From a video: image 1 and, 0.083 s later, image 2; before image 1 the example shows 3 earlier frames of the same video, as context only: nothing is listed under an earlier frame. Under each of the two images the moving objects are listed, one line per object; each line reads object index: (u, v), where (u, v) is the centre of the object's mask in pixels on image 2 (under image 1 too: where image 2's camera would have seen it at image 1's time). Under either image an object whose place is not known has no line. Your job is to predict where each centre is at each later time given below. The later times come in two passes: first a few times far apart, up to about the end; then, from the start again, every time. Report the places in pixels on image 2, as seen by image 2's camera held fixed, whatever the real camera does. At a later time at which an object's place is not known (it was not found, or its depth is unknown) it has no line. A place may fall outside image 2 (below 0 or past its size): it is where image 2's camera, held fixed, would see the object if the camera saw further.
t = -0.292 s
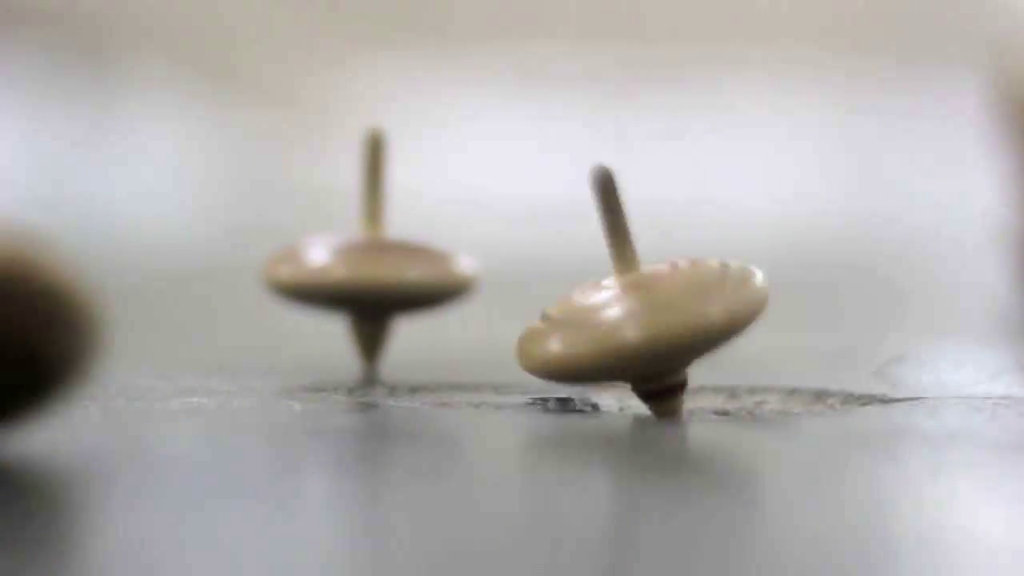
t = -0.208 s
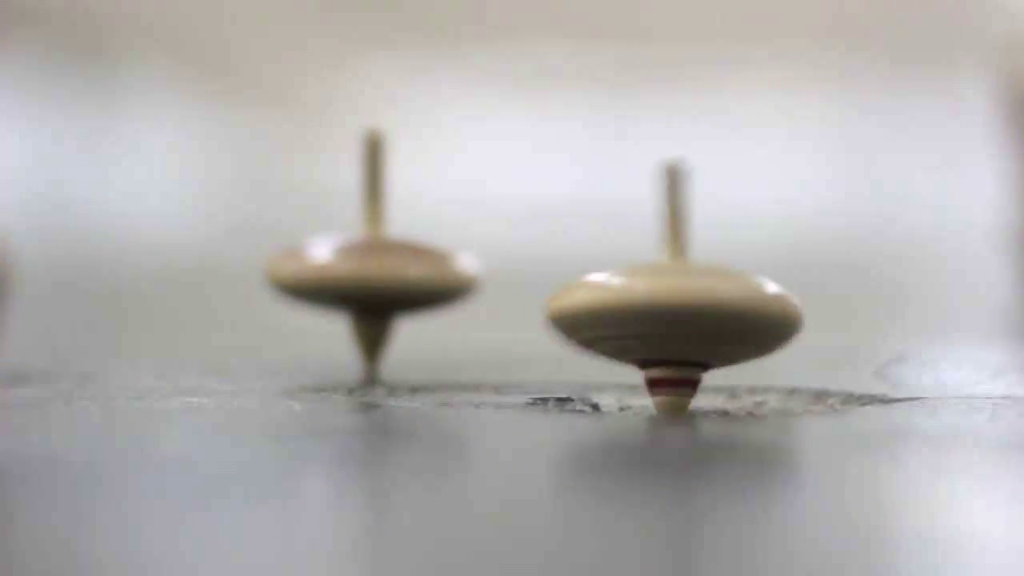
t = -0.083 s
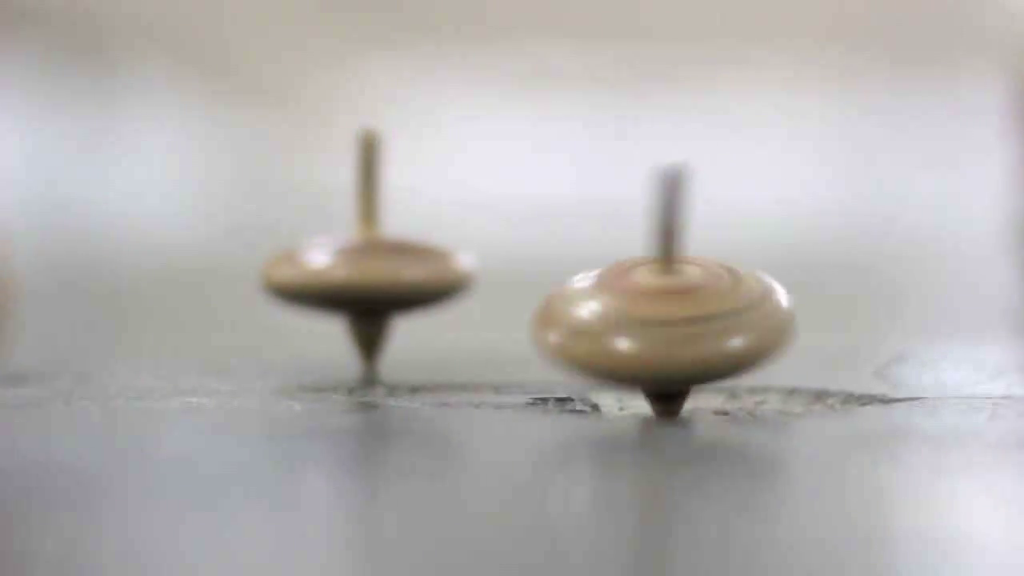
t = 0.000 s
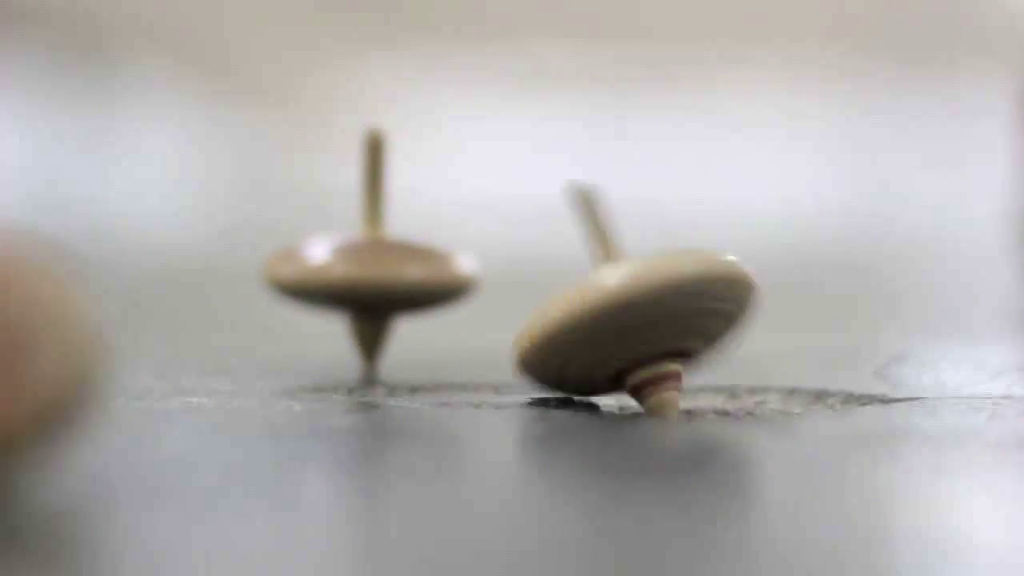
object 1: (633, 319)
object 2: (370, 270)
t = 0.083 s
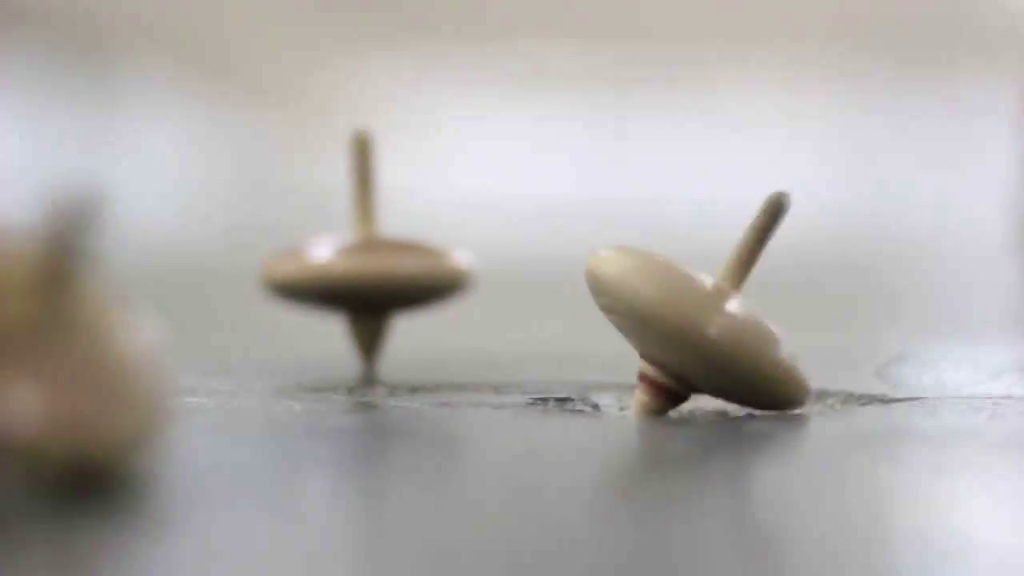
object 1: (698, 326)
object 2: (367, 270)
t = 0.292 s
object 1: (643, 316)
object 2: (364, 270)
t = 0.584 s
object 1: (675, 328)
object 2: (360, 269)
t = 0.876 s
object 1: (673, 326)
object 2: (360, 270)
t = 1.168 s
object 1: (684, 325)
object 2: (354, 270)
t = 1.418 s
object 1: (686, 325)
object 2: (350, 269)
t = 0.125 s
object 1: (686, 325)
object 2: (365, 270)
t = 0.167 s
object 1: (655, 320)
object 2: (364, 270)
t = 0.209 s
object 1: (654, 314)
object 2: (364, 270)
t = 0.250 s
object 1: (651, 314)
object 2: (364, 270)
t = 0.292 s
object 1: (643, 316)
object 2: (364, 270)
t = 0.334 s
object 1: (633, 319)
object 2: (361, 270)
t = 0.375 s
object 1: (647, 319)
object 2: (358, 270)
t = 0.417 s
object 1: (680, 318)
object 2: (358, 270)
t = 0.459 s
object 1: (692, 323)
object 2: (361, 270)
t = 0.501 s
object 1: (690, 323)
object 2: (364, 270)
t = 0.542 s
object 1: (682, 326)
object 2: (363, 270)
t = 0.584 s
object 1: (675, 328)
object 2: (360, 269)
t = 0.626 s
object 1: (670, 328)
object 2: (360, 269)
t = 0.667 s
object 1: (664, 326)
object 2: (358, 269)
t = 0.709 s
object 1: (657, 327)
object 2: (361, 269)
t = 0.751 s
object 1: (653, 327)
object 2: (364, 269)
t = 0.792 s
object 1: (659, 326)
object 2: (361, 270)
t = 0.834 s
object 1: (667, 326)
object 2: (357, 270)
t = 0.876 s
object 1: (673, 326)
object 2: (360, 270)
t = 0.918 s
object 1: (677, 325)
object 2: (363, 270)
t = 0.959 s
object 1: (679, 325)
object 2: (361, 270)
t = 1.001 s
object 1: (679, 325)
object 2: (360, 269)
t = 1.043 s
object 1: (680, 325)
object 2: (356, 271)
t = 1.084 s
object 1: (681, 325)
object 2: (352, 270)
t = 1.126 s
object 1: (683, 325)
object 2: (354, 270)
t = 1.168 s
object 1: (684, 325)
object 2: (354, 270)
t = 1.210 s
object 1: (688, 325)
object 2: (355, 270)
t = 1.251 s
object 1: (694, 325)
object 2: (351, 270)
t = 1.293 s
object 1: (698, 323)
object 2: (350, 270)
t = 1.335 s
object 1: (696, 324)
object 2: (351, 270)
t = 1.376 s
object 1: (689, 325)
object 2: (349, 270)
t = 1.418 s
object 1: (686, 325)
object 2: (350, 269)
